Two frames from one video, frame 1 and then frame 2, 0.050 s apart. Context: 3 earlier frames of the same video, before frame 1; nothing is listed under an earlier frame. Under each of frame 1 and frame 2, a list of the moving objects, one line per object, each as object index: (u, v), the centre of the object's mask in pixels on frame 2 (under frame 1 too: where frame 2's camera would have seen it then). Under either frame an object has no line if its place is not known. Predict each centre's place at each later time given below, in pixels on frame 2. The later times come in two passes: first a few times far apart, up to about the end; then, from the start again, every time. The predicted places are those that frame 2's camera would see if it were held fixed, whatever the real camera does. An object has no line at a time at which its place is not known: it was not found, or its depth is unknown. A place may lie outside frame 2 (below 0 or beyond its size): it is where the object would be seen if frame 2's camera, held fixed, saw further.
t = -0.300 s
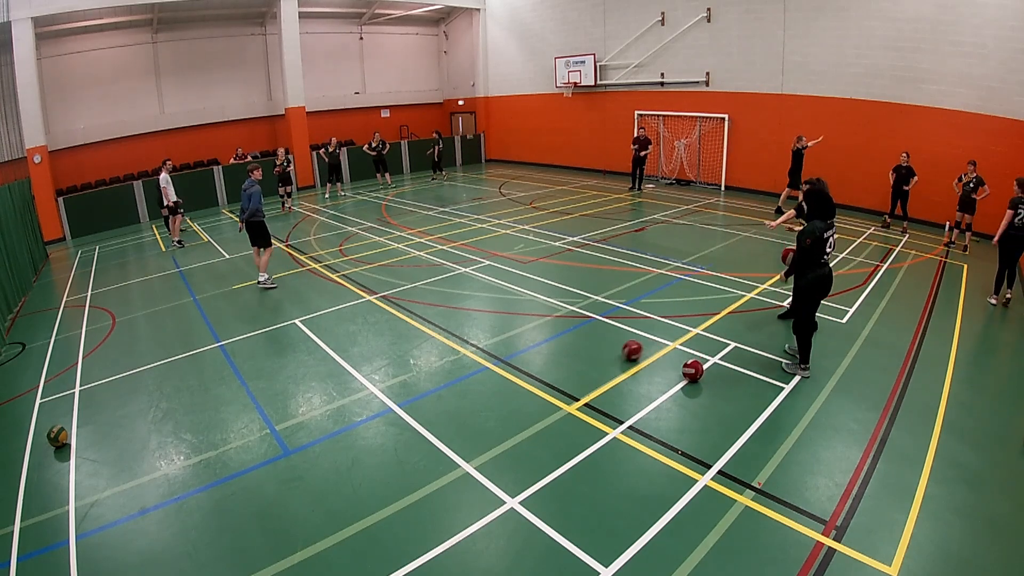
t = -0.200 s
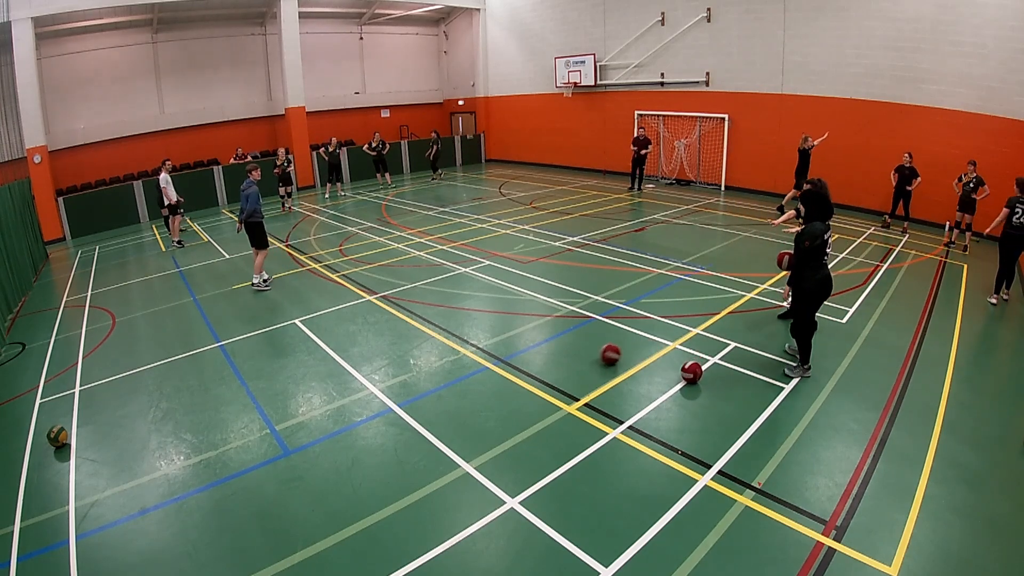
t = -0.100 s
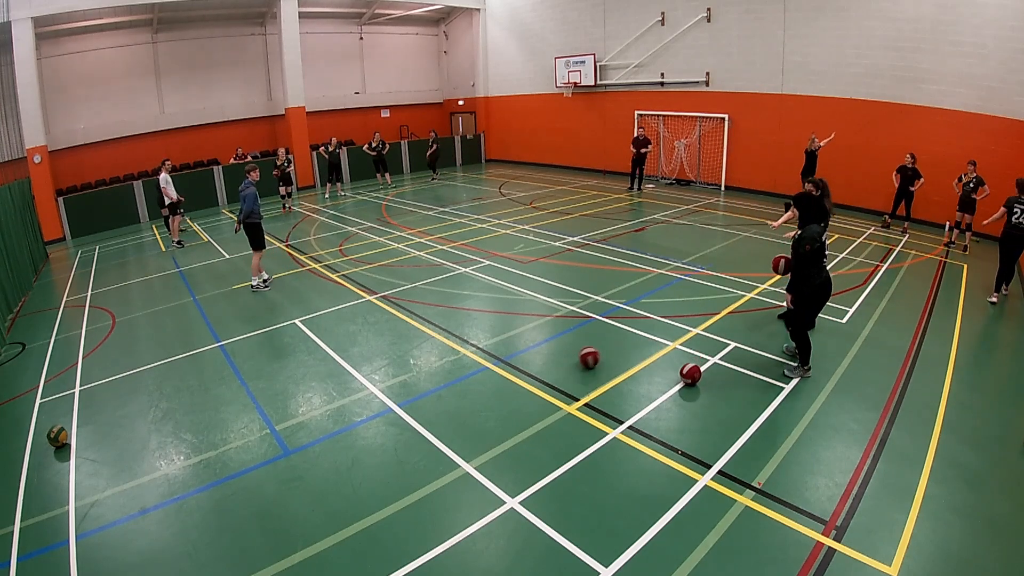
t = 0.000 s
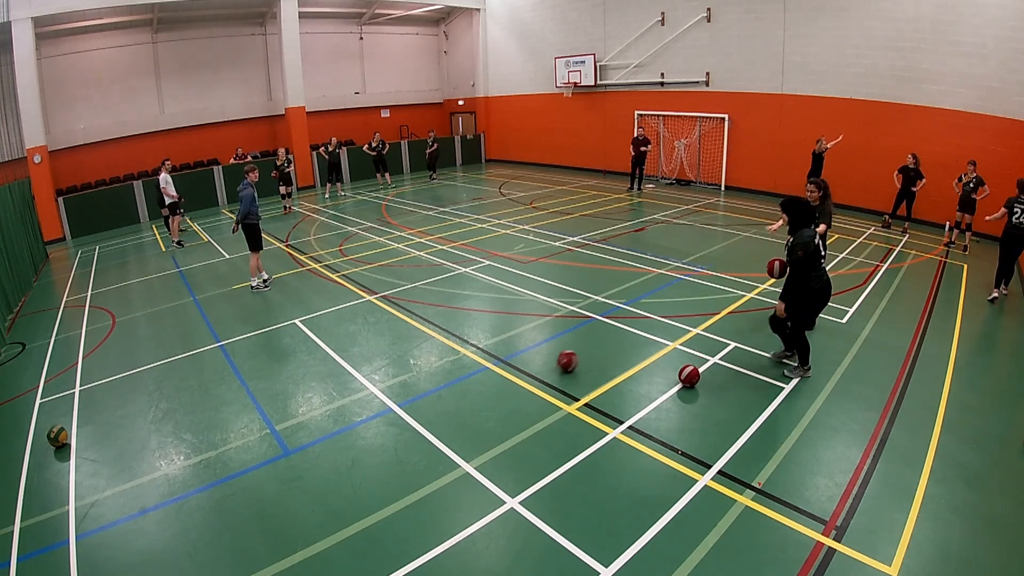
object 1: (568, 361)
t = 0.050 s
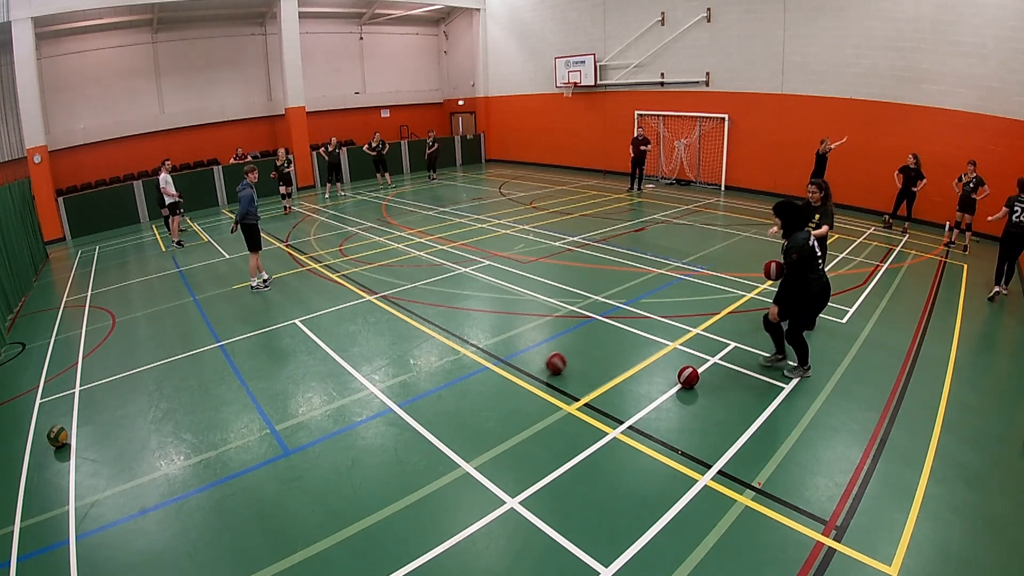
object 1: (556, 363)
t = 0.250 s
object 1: (512, 370)
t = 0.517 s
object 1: (451, 378)
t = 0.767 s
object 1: (394, 384)
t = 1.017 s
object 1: (340, 391)
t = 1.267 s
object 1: (288, 396)
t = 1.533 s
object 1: (237, 401)
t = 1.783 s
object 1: (193, 404)
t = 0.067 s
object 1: (552, 364)
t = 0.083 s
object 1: (548, 365)
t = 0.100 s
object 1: (544, 365)
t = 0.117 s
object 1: (540, 366)
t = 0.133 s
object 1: (537, 366)
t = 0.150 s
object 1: (533, 366)
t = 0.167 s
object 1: (530, 366)
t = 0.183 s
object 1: (526, 367)
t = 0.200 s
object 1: (523, 368)
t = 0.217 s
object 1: (519, 368)
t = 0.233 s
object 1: (516, 369)
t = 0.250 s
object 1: (512, 370)
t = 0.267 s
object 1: (508, 370)
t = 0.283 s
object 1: (504, 370)
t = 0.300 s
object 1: (500, 371)
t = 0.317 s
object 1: (496, 372)
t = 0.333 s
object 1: (492, 374)
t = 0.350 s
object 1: (488, 374)
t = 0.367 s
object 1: (484, 374)
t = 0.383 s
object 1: (480, 375)
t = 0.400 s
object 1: (476, 375)
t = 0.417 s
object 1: (473, 376)
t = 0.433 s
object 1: (469, 377)
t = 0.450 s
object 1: (466, 377)
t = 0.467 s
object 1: (462, 377)
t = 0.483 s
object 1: (458, 377)
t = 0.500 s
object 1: (455, 378)
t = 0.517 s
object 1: (451, 378)
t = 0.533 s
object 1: (447, 379)
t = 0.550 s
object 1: (443, 379)
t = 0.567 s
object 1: (440, 379)
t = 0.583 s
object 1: (436, 380)
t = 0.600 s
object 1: (432, 381)
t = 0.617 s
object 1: (428, 382)
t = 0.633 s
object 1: (424, 382)
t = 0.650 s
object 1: (420, 382)
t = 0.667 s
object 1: (416, 383)
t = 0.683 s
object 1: (412, 383)
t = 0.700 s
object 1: (409, 384)
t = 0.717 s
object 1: (405, 385)
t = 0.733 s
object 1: (401, 384)
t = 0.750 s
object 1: (398, 384)
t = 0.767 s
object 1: (394, 384)
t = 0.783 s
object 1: (391, 385)
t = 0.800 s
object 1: (388, 385)
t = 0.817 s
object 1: (384, 387)
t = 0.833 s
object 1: (381, 387)
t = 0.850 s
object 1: (377, 387)
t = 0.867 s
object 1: (373, 387)
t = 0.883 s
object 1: (369, 387)
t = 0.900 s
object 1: (365, 388)
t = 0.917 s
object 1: (361, 390)
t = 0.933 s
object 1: (358, 389)
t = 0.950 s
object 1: (354, 390)
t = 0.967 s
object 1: (350, 390)
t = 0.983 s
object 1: (347, 391)
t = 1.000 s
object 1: (343, 391)
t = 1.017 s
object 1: (340, 391)
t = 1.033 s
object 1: (337, 391)
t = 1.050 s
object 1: (333, 391)
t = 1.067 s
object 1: (330, 393)
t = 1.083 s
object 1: (327, 393)
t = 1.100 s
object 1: (323, 393)
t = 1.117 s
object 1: (320, 393)
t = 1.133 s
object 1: (316, 393)
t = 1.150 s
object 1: (313, 394)
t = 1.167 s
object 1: (309, 395)
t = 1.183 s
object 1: (306, 394)
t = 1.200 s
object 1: (302, 395)
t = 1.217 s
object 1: (298, 396)
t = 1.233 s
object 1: (295, 396)
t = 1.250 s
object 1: (292, 396)
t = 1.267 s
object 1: (288, 396)
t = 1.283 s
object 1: (285, 397)
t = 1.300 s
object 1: (281, 397)
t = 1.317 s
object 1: (278, 398)
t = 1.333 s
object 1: (274, 398)
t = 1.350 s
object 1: (271, 398)
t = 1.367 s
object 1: (268, 398)
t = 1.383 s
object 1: (265, 398)
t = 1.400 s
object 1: (262, 399)
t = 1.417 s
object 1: (259, 399)
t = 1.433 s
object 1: (256, 399)
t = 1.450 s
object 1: (253, 399)
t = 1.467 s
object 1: (249, 400)
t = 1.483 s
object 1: (247, 400)
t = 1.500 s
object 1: (243, 401)
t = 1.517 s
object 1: (240, 400)
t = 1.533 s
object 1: (237, 401)
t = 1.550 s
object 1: (234, 401)
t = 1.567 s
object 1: (231, 401)
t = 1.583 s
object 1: (227, 402)
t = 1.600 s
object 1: (224, 402)
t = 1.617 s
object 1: (221, 402)
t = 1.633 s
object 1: (218, 402)
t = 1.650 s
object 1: (215, 402)
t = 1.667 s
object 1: (212, 403)
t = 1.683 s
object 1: (209, 403)
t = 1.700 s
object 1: (206, 403)
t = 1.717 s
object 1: (203, 403)
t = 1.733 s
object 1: (201, 403)
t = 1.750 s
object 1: (198, 403)
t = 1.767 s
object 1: (196, 404)
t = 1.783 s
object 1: (193, 404)
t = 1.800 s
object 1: (190, 404)
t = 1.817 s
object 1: (187, 404)
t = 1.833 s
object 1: (184, 404)
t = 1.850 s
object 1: (181, 404)
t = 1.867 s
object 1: (179, 404)
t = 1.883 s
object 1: (176, 405)
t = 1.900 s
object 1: (173, 405)
